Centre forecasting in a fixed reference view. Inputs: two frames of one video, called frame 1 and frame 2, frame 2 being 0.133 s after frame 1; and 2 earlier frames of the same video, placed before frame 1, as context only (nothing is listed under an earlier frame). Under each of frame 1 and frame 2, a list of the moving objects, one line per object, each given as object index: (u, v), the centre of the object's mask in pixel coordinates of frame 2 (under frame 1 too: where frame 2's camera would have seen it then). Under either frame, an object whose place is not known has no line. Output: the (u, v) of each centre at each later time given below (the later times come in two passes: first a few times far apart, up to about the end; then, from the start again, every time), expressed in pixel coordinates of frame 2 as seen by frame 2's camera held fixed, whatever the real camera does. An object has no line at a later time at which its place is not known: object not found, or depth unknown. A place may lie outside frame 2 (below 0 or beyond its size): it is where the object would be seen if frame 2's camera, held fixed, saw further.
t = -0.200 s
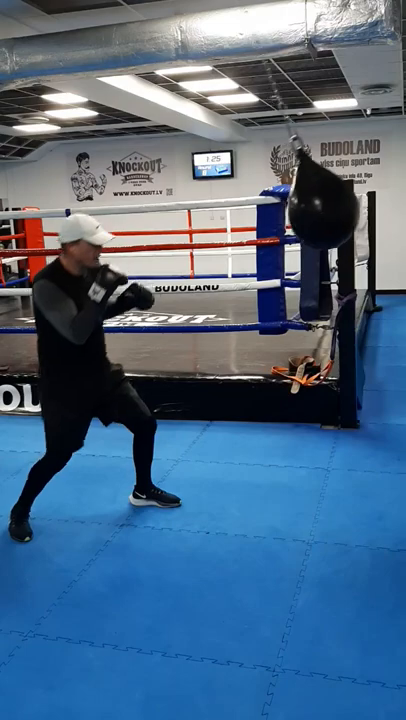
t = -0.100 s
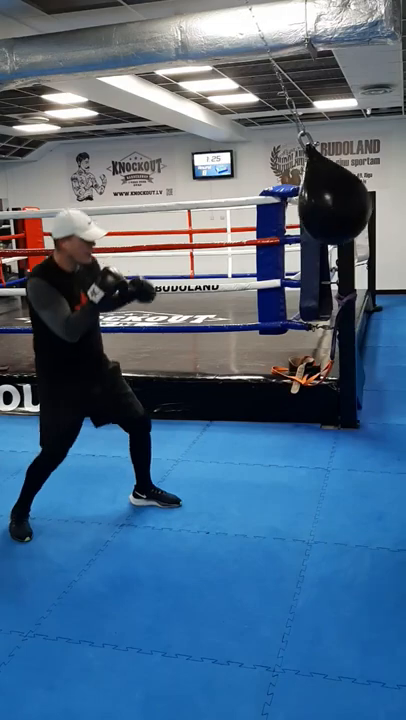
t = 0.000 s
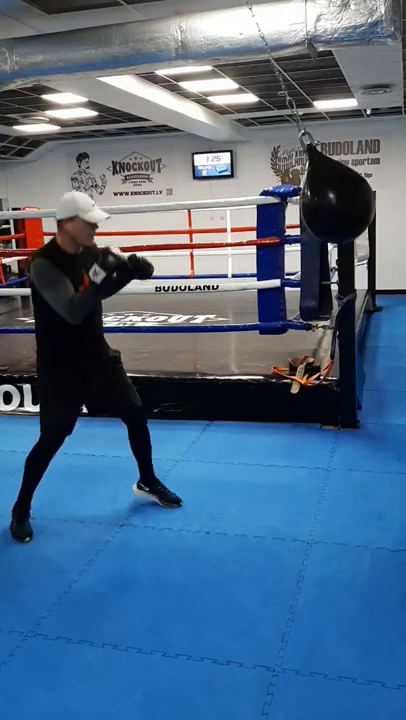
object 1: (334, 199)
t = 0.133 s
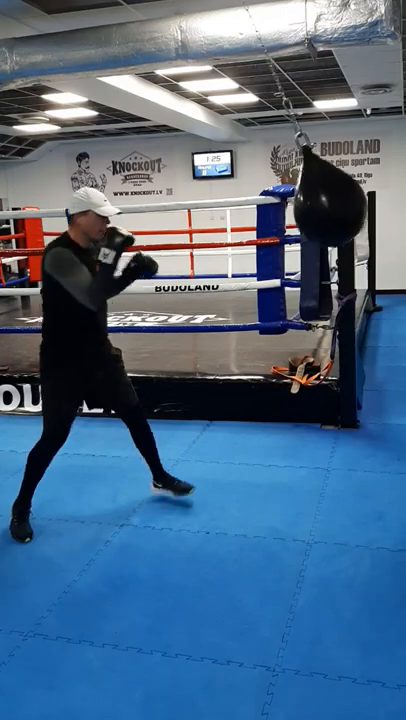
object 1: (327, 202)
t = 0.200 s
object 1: (318, 206)
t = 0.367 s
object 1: (283, 218)
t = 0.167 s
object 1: (323, 204)
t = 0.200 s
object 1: (318, 206)
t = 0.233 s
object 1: (312, 209)
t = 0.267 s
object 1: (307, 211)
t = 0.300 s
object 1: (300, 213)
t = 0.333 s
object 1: (292, 215)
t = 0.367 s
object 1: (283, 218)
